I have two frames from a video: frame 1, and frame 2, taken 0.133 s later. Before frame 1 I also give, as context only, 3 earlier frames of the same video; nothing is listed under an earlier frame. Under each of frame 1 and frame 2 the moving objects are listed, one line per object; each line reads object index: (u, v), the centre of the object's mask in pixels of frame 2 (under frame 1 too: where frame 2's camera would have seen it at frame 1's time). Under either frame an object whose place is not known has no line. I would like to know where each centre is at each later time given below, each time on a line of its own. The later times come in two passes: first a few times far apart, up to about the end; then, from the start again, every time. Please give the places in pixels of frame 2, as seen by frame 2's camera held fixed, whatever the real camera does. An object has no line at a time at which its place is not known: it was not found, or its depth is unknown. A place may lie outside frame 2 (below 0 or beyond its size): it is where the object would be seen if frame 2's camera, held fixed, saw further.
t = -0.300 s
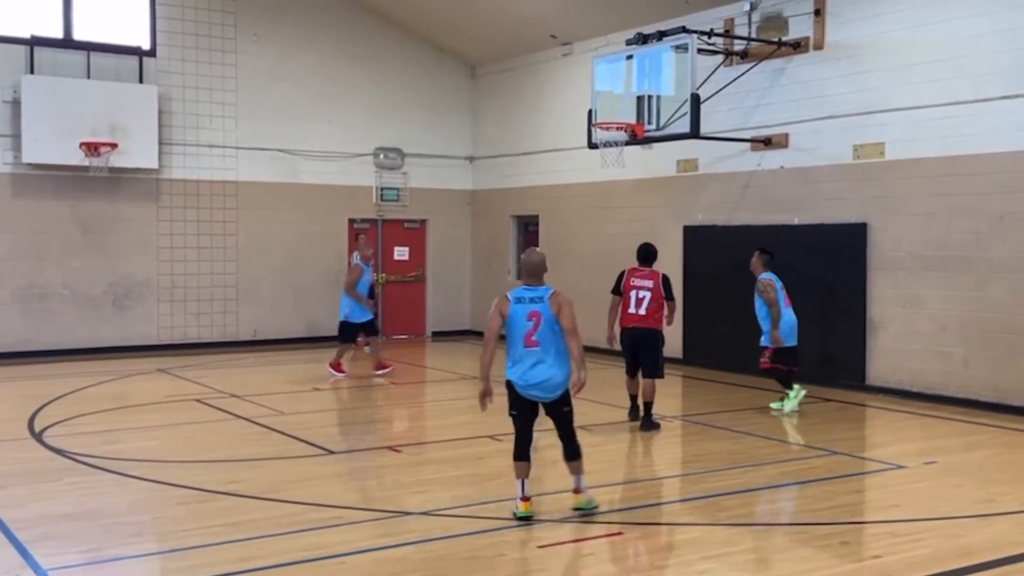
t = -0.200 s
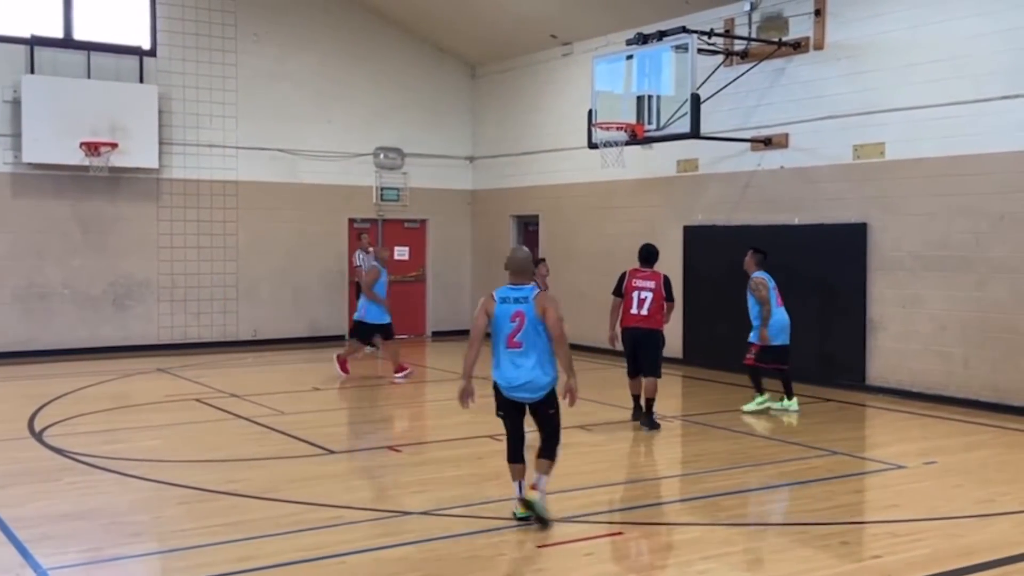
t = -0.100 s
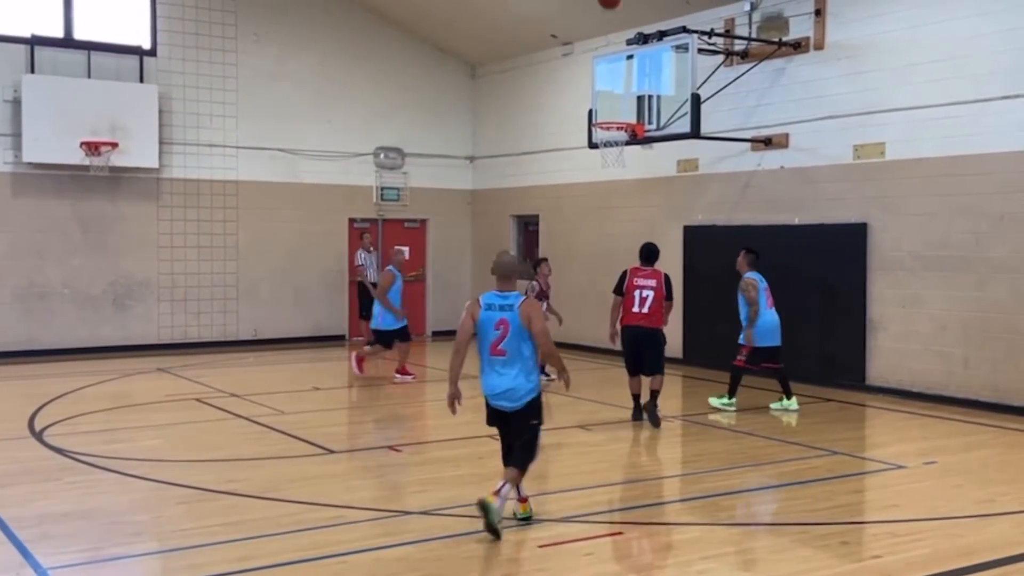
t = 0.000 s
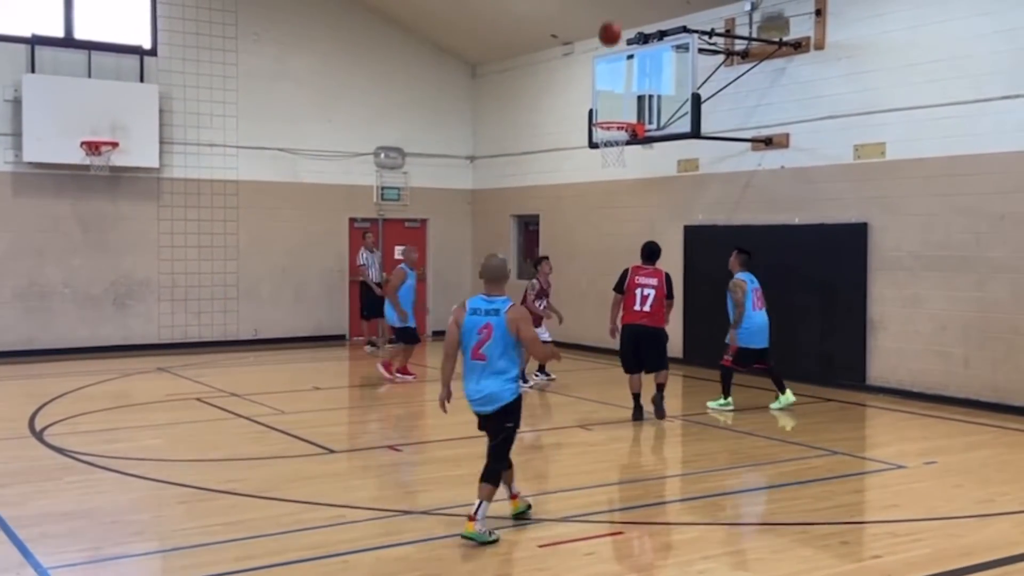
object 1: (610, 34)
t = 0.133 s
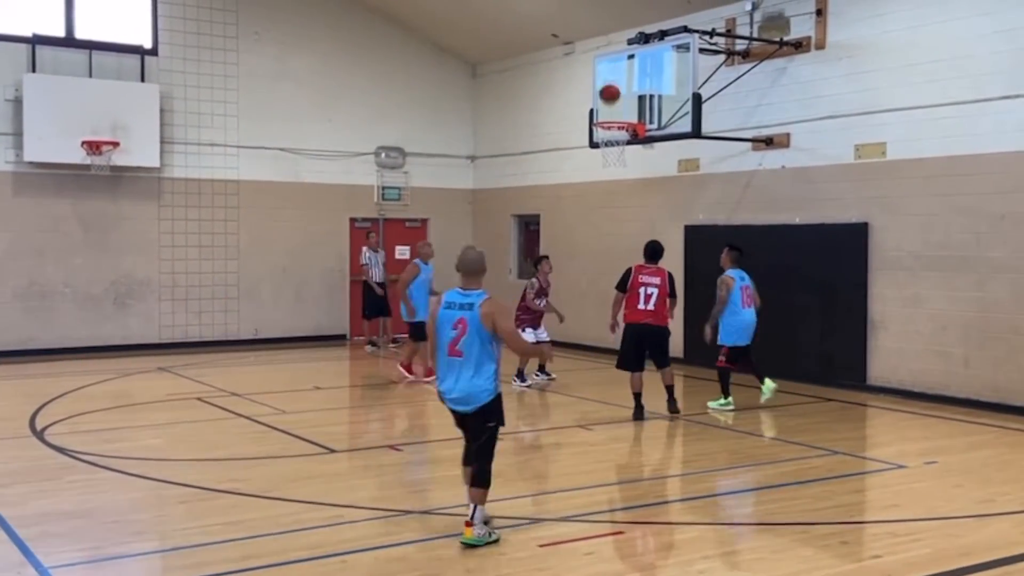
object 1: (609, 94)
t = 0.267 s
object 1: (610, 150)
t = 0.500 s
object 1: (618, 202)
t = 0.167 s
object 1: (609, 108)
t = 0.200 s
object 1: (608, 124)
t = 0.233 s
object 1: (610, 140)
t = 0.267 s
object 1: (610, 150)
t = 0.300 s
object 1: (611, 155)
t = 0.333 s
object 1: (612, 161)
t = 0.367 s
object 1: (613, 167)
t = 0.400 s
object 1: (615, 175)
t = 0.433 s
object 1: (616, 183)
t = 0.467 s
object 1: (617, 192)
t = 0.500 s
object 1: (618, 202)
